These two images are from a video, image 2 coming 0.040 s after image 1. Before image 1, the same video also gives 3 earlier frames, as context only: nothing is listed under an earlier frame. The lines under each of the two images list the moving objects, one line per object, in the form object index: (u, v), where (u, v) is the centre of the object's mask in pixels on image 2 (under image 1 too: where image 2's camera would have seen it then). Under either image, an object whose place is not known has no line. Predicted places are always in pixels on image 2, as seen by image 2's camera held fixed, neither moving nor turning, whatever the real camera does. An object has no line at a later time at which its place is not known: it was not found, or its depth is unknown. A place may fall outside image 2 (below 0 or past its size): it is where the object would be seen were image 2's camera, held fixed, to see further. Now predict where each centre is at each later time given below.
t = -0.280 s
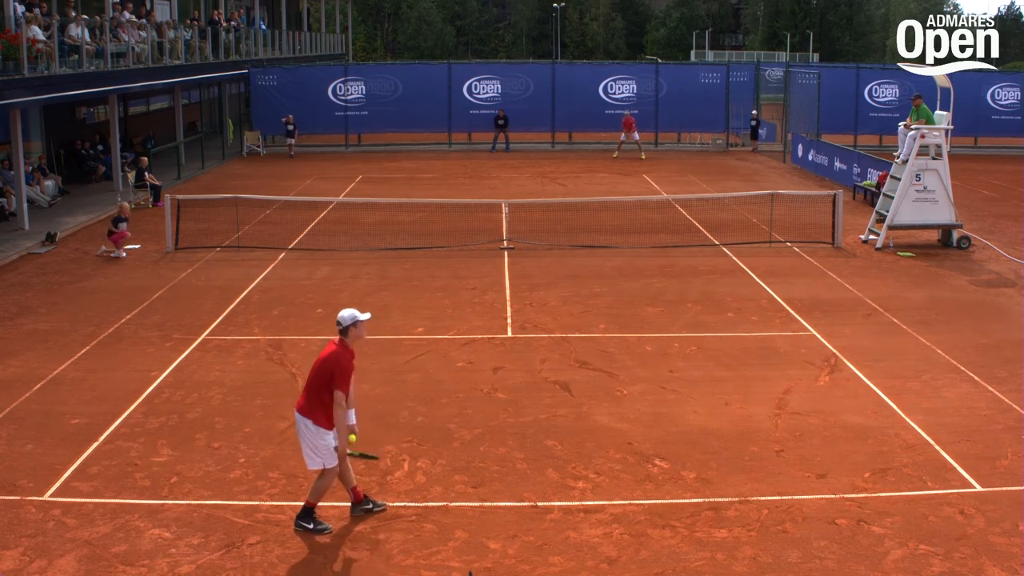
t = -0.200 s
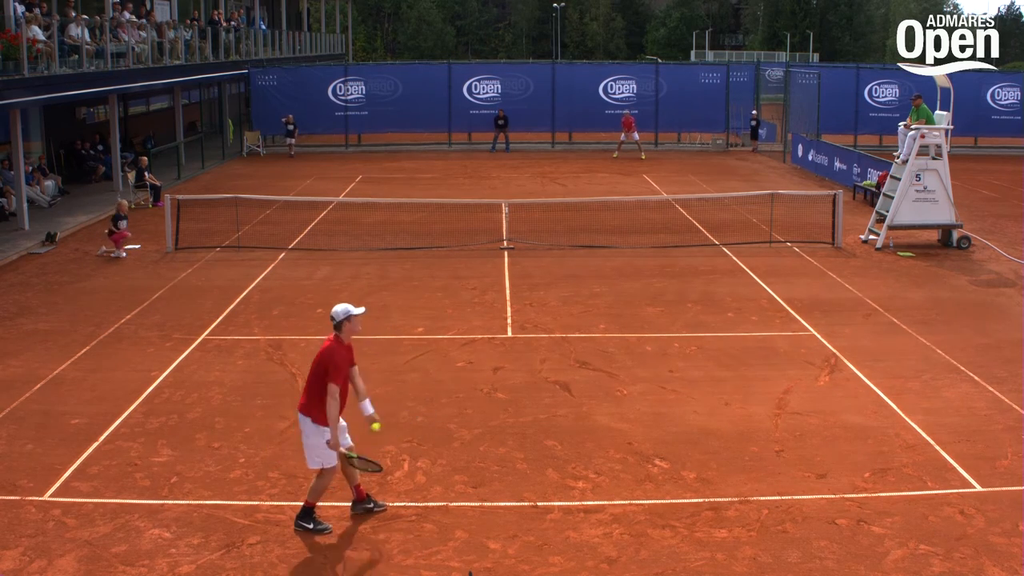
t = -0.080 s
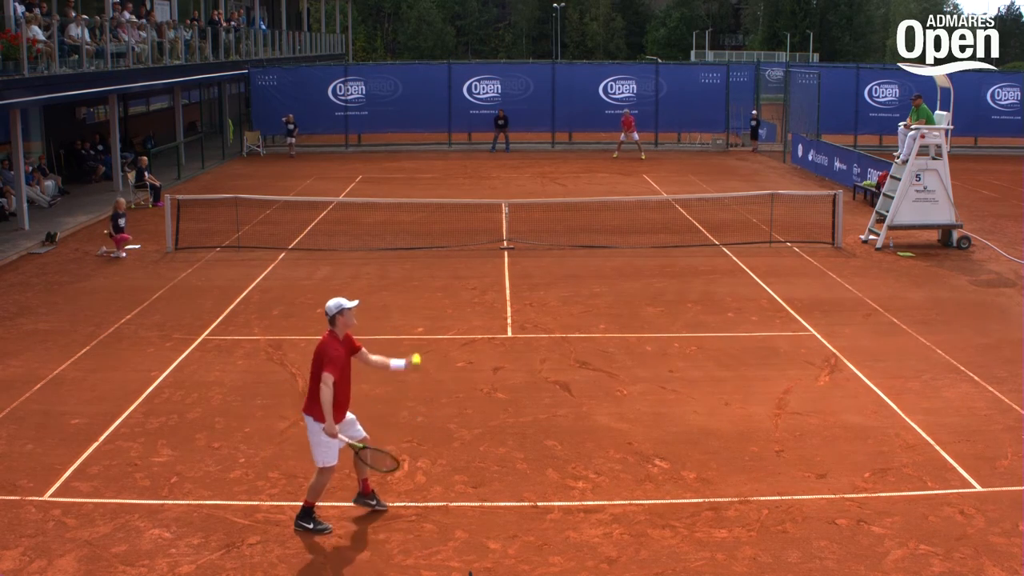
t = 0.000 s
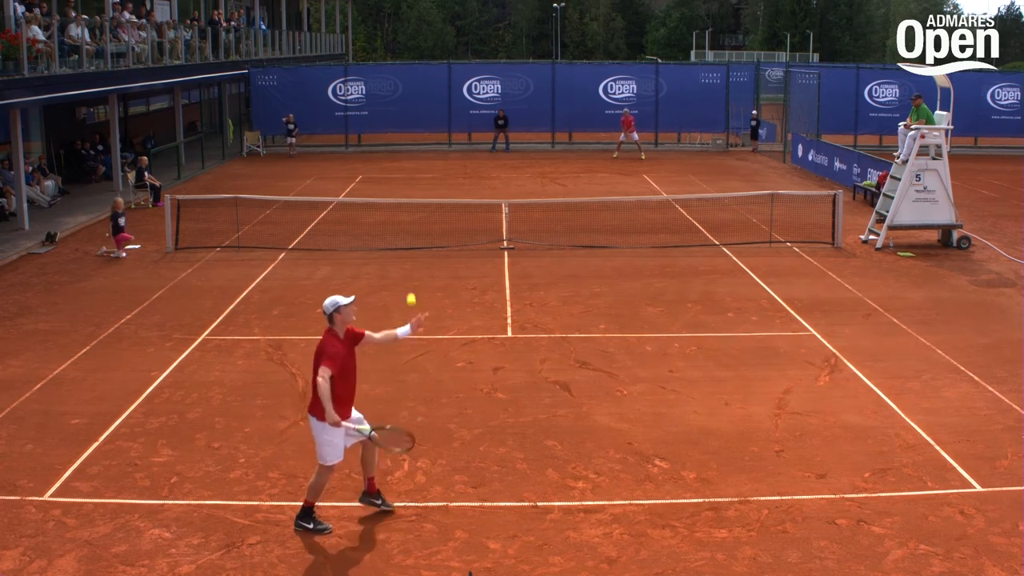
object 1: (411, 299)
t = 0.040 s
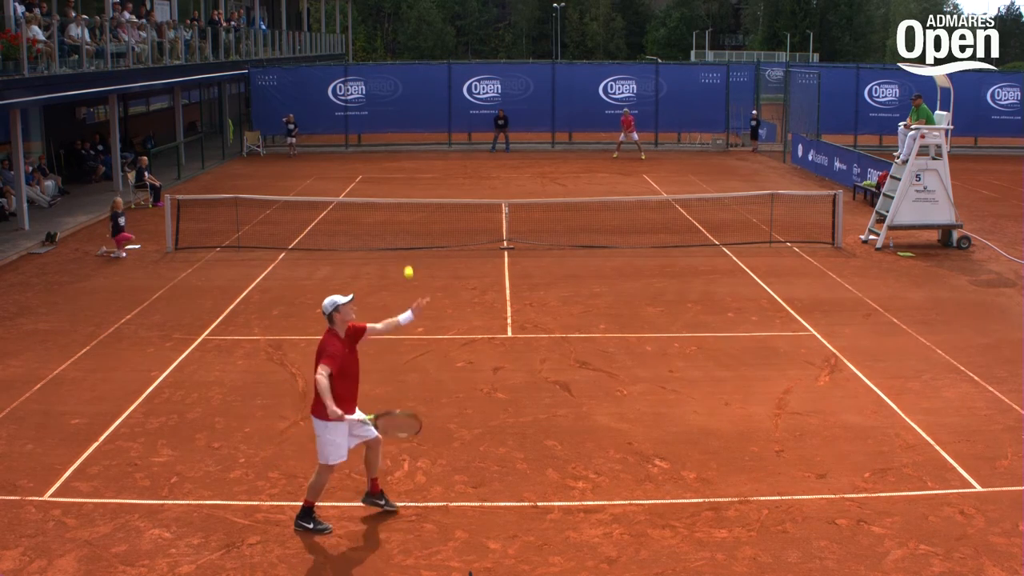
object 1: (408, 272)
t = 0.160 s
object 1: (401, 202)
